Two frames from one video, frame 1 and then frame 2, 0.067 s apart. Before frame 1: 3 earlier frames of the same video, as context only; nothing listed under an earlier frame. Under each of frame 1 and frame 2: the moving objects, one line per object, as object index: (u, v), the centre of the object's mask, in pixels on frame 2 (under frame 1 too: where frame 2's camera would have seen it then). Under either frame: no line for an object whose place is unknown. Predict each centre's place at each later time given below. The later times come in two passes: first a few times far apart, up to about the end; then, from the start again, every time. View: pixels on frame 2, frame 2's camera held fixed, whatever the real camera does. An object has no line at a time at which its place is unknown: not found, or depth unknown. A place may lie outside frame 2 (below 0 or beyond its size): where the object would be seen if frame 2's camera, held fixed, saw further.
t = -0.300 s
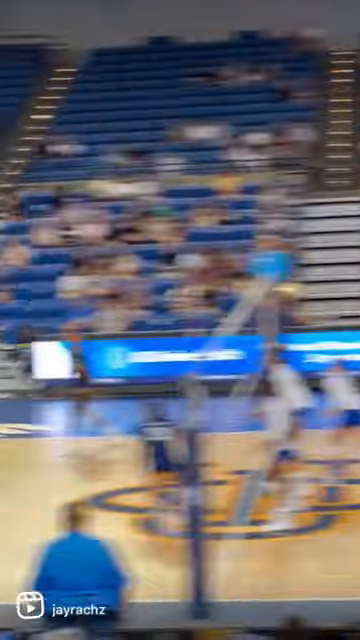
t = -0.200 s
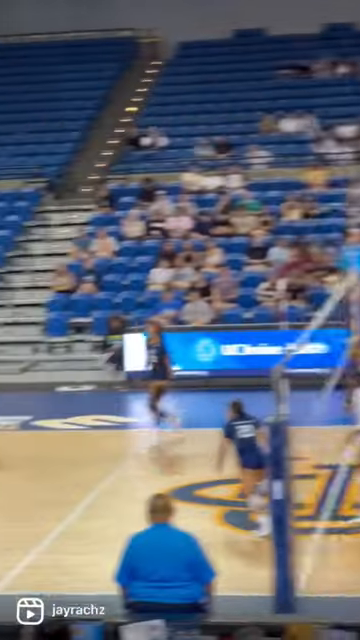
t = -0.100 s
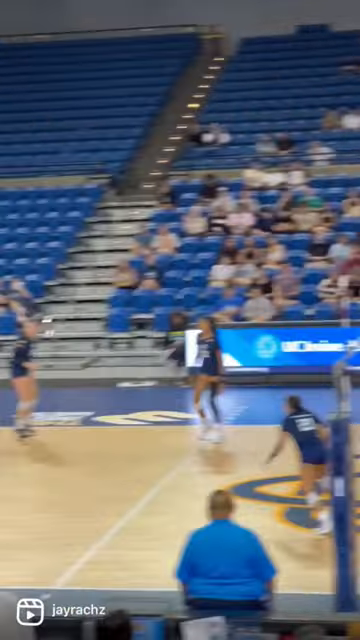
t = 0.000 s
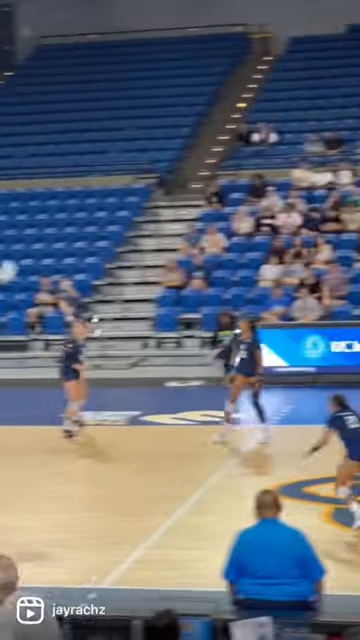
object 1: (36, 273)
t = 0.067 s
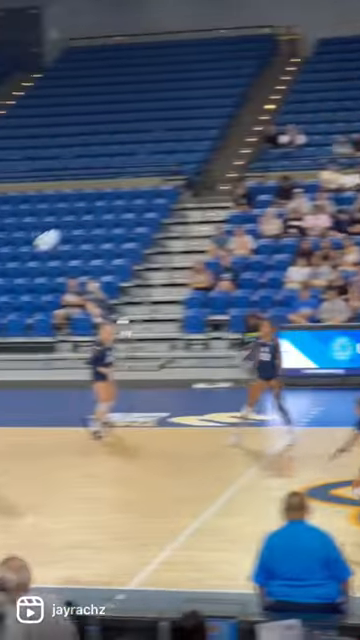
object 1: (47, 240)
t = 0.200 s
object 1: (72, 183)
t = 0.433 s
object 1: (114, 114)
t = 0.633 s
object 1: (152, 88)
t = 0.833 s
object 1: (193, 94)
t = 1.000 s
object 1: (227, 125)
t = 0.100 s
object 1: (53, 225)
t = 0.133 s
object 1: (59, 210)
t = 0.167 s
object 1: (65, 197)
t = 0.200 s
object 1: (72, 183)
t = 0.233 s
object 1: (78, 170)
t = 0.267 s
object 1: (84, 159)
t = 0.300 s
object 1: (91, 148)
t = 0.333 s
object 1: (96, 139)
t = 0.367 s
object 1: (102, 130)
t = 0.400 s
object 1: (109, 121)
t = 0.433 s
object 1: (114, 114)
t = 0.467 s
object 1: (120, 108)
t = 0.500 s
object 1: (127, 102)
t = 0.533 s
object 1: (133, 97)
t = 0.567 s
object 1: (139, 93)
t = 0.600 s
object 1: (146, 90)
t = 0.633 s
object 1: (152, 88)
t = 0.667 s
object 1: (159, 87)
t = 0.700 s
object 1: (165, 87)
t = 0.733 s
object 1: (172, 87)
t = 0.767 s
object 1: (179, 89)
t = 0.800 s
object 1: (185, 91)
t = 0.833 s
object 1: (193, 94)
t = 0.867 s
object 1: (200, 99)
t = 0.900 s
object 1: (206, 104)
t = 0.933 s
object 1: (213, 110)
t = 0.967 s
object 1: (220, 117)
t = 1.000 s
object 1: (227, 125)
